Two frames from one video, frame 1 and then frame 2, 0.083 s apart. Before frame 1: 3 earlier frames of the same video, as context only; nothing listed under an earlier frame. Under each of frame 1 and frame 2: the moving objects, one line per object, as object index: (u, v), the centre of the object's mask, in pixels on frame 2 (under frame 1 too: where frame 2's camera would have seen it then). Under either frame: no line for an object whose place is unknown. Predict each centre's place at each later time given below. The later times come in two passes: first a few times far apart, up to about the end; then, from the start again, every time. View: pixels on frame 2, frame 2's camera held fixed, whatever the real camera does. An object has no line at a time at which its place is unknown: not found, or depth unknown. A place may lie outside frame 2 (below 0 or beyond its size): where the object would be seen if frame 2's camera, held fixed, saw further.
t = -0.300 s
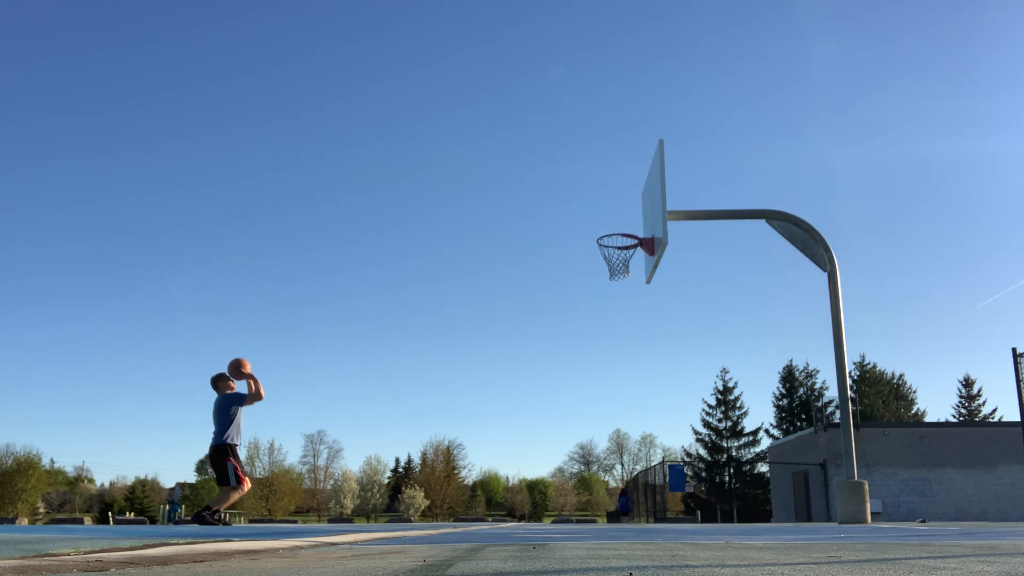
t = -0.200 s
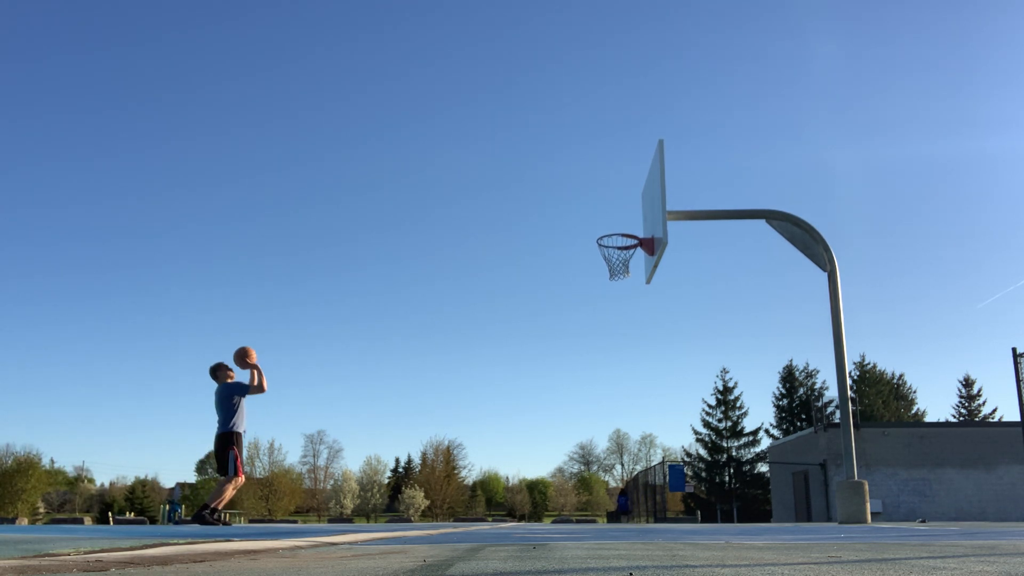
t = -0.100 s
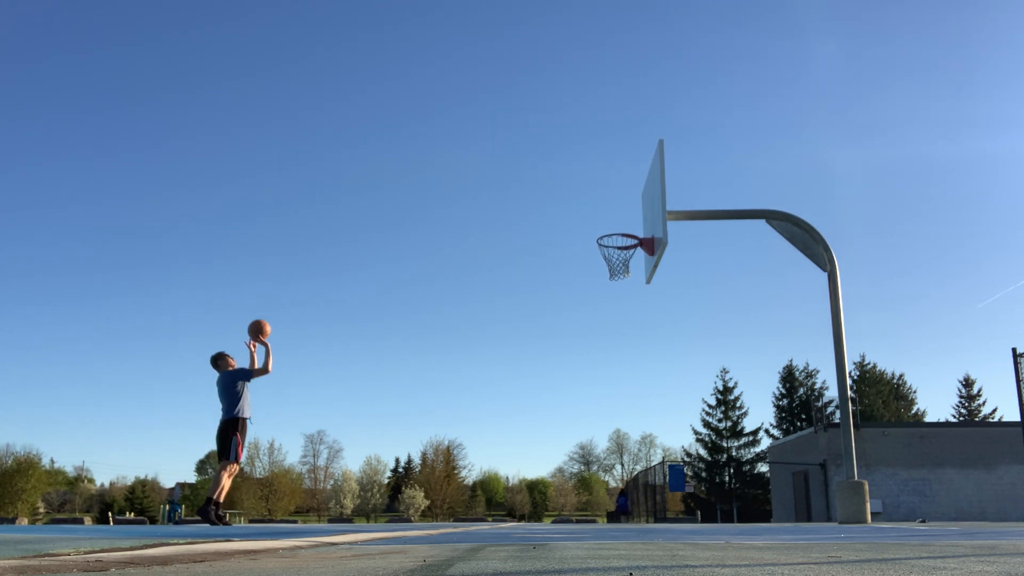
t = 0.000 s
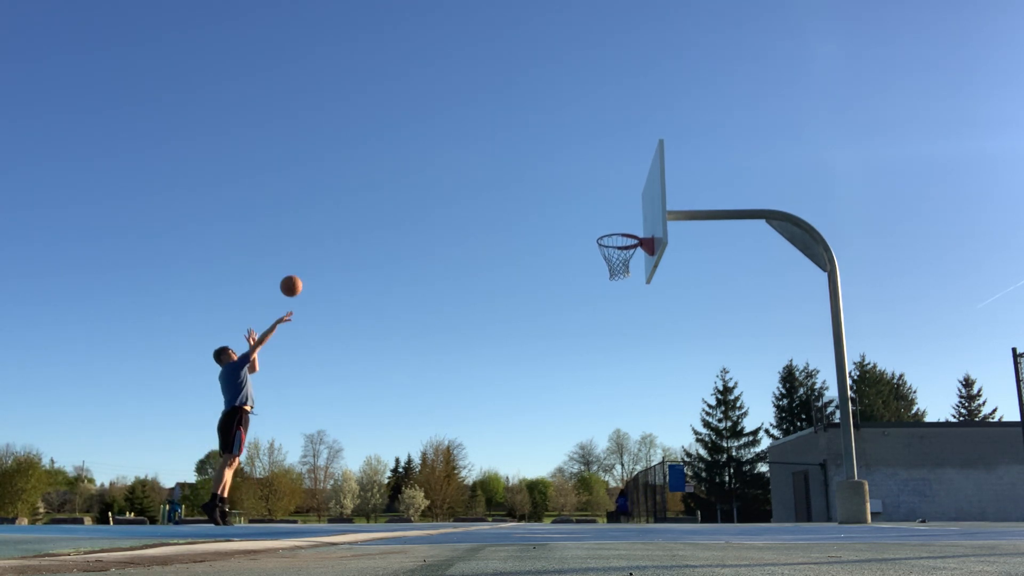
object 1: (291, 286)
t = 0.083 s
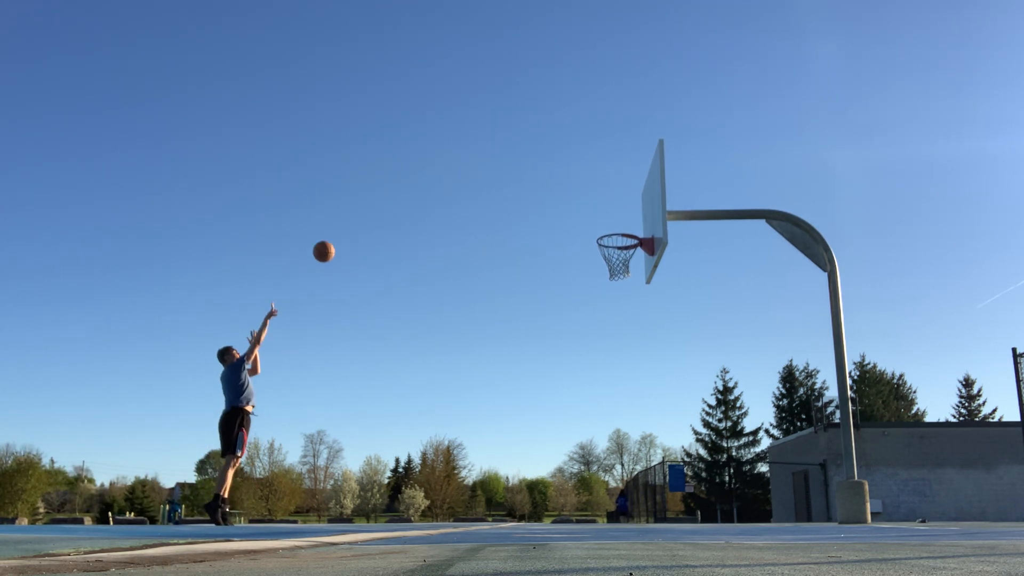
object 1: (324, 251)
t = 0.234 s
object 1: (380, 205)
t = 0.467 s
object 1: (464, 171)
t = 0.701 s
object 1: (546, 179)
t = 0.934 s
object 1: (629, 231)
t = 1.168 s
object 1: (624, 194)
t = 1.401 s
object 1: (603, 194)
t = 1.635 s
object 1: (582, 239)
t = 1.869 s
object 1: (561, 330)
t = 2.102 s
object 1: (538, 475)
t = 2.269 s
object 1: (536, 458)
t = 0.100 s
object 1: (330, 245)
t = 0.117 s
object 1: (336, 239)
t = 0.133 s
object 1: (343, 234)
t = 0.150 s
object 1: (349, 228)
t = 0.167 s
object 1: (355, 223)
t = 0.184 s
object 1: (362, 218)
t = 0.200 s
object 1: (368, 214)
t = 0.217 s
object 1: (374, 209)
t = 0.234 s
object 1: (380, 205)
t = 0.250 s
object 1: (386, 201)
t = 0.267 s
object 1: (392, 197)
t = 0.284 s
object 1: (398, 194)
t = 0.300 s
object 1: (404, 191)
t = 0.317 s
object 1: (410, 188)
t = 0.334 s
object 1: (416, 185)
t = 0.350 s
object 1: (422, 182)
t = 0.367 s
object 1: (428, 180)
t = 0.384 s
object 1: (434, 178)
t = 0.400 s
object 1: (440, 176)
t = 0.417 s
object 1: (446, 174)
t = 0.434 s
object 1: (452, 173)
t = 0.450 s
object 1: (458, 172)
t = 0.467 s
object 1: (464, 171)
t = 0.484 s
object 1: (470, 170)
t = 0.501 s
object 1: (475, 169)
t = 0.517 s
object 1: (481, 169)
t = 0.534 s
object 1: (487, 169)
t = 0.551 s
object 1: (493, 169)
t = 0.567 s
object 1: (499, 169)
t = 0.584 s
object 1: (505, 170)
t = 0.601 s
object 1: (511, 170)
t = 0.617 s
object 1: (517, 171)
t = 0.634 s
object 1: (522, 172)
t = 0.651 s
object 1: (528, 174)
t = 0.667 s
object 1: (534, 175)
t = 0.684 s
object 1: (540, 177)
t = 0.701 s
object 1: (546, 179)
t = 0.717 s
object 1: (552, 181)
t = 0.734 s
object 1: (558, 184)
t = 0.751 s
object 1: (564, 187)
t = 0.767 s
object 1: (570, 189)
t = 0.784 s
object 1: (576, 193)
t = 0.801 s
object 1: (581, 196)
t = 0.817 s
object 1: (587, 199)
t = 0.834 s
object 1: (593, 203)
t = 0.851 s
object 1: (599, 207)
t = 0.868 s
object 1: (605, 212)
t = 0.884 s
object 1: (611, 216)
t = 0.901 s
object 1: (617, 221)
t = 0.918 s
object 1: (623, 225)
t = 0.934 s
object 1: (629, 231)
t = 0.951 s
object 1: (634, 234)
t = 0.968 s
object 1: (636, 230)
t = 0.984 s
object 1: (638, 226)
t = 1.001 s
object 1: (640, 220)
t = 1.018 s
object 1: (639, 216)
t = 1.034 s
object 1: (637, 213)
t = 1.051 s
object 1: (636, 210)
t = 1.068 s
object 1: (634, 207)
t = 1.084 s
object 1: (633, 204)
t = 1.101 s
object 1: (631, 202)
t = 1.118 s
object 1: (629, 199)
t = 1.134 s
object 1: (628, 197)
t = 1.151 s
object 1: (626, 195)
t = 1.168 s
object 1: (624, 194)
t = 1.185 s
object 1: (623, 192)
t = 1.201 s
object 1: (621, 191)
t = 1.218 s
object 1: (620, 190)
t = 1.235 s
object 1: (618, 190)
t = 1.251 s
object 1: (616, 189)
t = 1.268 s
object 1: (615, 189)
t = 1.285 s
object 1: (613, 189)
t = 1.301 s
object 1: (612, 189)
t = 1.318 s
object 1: (610, 189)
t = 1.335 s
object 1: (609, 190)
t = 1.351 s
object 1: (607, 191)
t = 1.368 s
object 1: (606, 192)
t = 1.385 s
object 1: (604, 193)
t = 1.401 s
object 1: (603, 194)
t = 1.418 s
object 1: (601, 196)
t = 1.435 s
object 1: (600, 198)
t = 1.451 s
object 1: (598, 200)
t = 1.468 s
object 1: (597, 203)
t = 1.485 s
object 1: (595, 205)
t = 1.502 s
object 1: (594, 208)
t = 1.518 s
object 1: (592, 211)
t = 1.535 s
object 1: (591, 214)
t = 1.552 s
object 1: (589, 218)
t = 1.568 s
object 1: (588, 222)
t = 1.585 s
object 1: (586, 226)
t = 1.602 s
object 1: (585, 230)
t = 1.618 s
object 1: (583, 234)
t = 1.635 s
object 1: (582, 239)
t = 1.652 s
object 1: (580, 244)
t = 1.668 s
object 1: (579, 249)
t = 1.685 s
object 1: (577, 255)
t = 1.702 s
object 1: (576, 260)
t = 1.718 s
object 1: (574, 266)
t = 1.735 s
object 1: (573, 272)
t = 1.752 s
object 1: (571, 279)
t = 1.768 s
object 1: (570, 285)
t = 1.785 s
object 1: (568, 292)
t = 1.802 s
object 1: (567, 299)
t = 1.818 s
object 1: (565, 307)
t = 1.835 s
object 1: (564, 314)
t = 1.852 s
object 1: (562, 322)
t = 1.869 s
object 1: (561, 330)
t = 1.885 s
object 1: (559, 339)
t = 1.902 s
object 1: (558, 347)
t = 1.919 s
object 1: (556, 356)
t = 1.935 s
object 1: (554, 366)
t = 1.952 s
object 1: (553, 375)
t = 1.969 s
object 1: (551, 385)
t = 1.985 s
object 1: (550, 395)
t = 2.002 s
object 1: (548, 406)
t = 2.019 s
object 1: (546, 417)
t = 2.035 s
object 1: (545, 427)
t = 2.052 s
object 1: (543, 439)
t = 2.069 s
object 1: (541, 451)
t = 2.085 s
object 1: (540, 462)
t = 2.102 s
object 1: (538, 475)
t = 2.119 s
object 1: (536, 488)
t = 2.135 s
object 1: (535, 500)
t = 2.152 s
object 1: (533, 514)
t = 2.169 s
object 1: (533, 512)
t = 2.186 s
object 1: (534, 502)
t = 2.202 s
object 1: (534, 493)
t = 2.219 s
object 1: (534, 484)
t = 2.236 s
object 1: (534, 475)
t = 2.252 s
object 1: (535, 466)
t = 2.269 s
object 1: (536, 458)
